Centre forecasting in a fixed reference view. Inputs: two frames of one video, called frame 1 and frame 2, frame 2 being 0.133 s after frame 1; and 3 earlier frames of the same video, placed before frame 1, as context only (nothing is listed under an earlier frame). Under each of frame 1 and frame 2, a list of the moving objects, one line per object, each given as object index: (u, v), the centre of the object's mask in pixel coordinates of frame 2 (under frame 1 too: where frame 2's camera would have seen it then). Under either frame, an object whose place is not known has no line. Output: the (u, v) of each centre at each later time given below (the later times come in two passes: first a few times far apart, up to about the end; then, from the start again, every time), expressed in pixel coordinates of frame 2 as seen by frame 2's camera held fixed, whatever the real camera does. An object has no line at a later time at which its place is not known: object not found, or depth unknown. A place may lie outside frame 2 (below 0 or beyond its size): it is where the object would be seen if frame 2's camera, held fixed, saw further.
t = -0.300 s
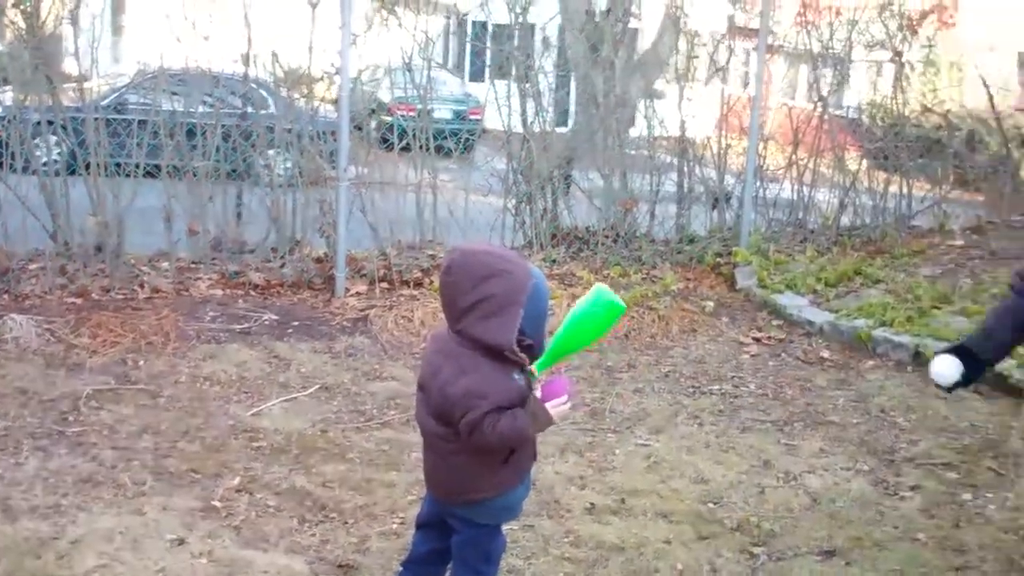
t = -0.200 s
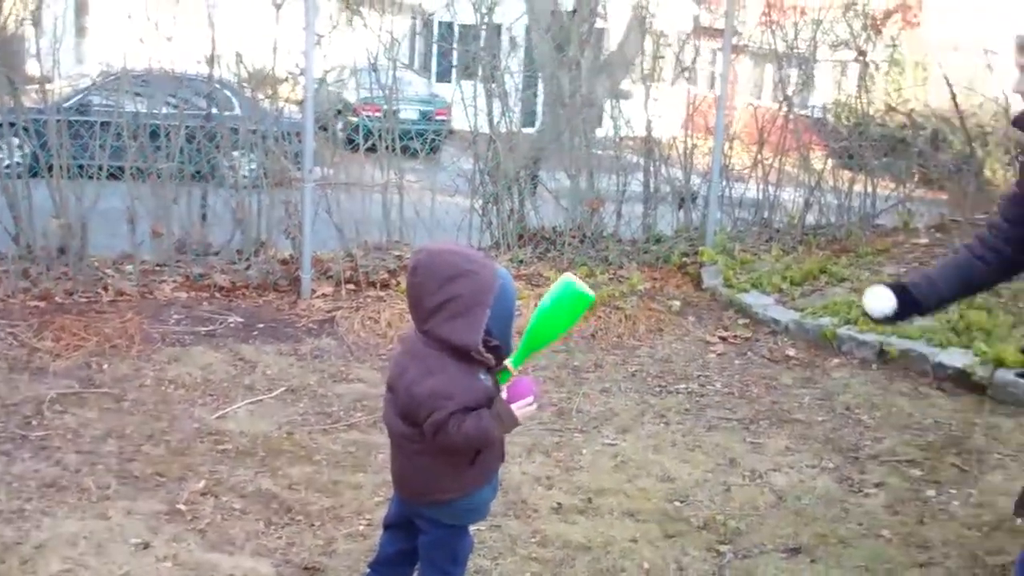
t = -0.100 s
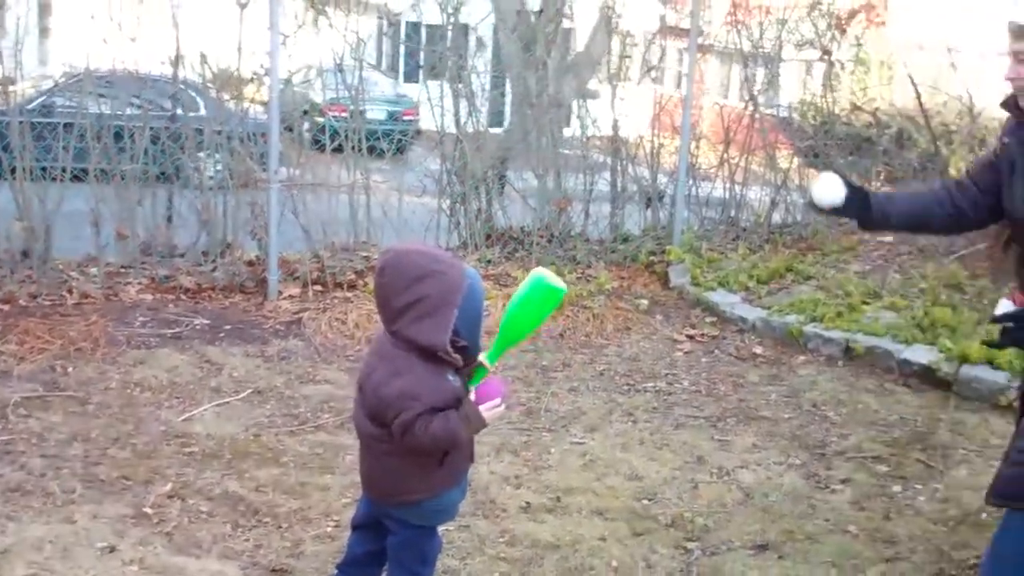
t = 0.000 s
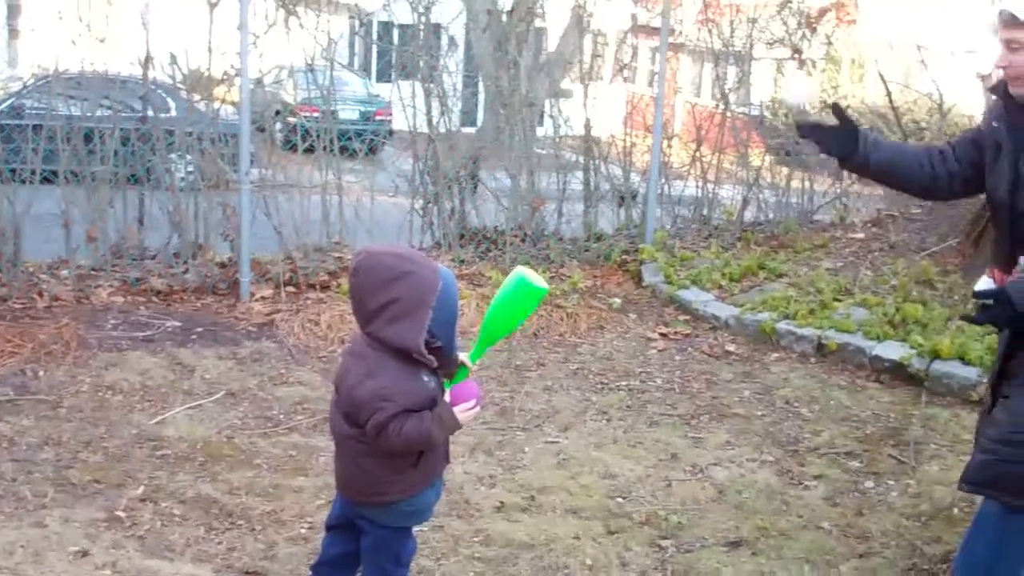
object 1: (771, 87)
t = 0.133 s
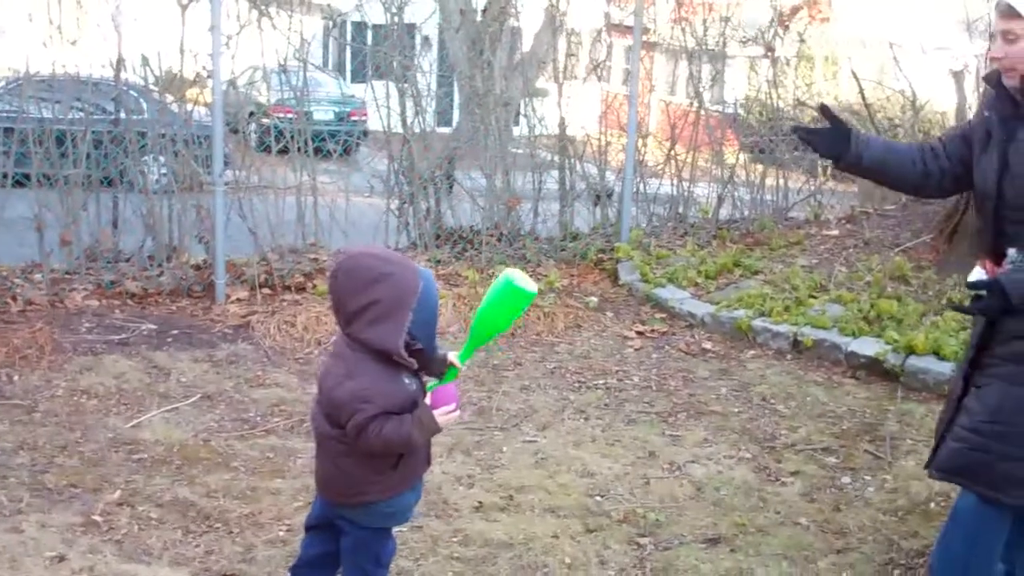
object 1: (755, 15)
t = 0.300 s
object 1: (725, 32)
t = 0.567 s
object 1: (663, 334)
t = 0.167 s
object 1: (748, 12)
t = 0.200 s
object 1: (742, 10)
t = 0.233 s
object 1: (740, 15)
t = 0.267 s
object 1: (733, 17)
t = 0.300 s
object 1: (725, 32)
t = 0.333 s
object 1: (719, 49)
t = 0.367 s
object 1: (712, 74)
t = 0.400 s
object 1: (703, 107)
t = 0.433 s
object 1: (697, 141)
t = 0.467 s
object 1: (689, 185)
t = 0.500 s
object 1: (681, 229)
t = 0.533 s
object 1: (671, 278)
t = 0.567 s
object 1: (663, 334)
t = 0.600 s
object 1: (653, 389)
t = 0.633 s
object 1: (644, 450)
